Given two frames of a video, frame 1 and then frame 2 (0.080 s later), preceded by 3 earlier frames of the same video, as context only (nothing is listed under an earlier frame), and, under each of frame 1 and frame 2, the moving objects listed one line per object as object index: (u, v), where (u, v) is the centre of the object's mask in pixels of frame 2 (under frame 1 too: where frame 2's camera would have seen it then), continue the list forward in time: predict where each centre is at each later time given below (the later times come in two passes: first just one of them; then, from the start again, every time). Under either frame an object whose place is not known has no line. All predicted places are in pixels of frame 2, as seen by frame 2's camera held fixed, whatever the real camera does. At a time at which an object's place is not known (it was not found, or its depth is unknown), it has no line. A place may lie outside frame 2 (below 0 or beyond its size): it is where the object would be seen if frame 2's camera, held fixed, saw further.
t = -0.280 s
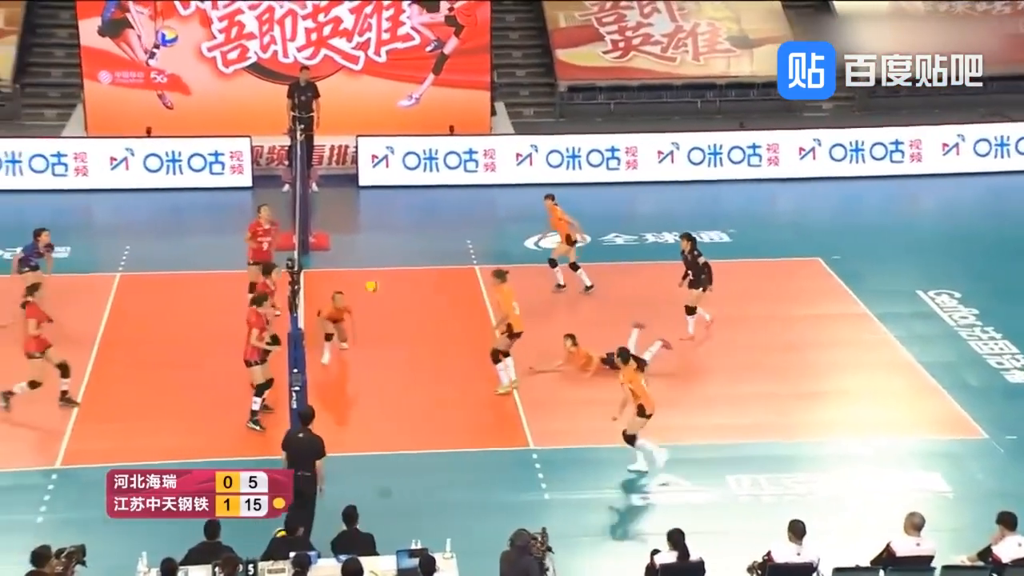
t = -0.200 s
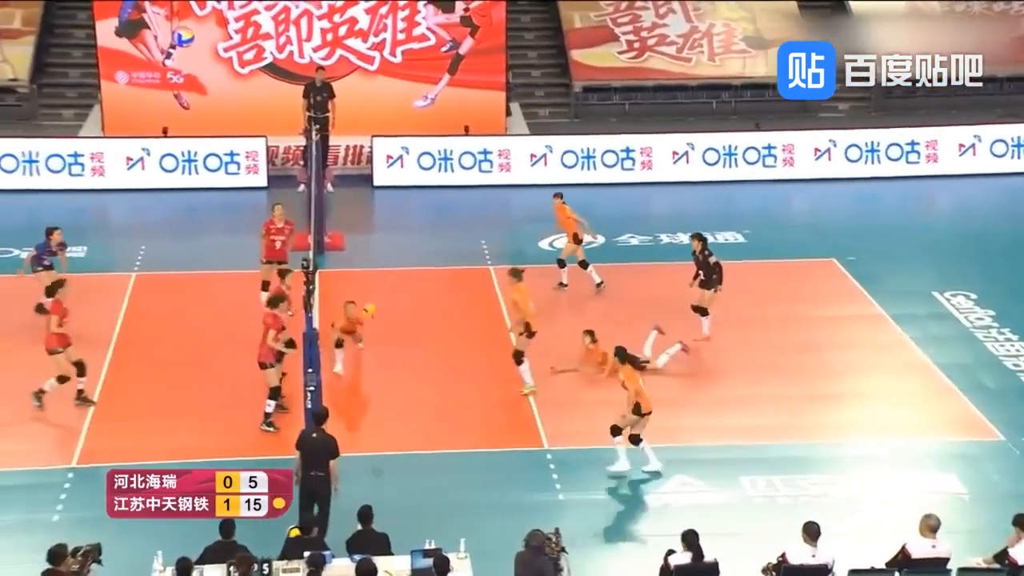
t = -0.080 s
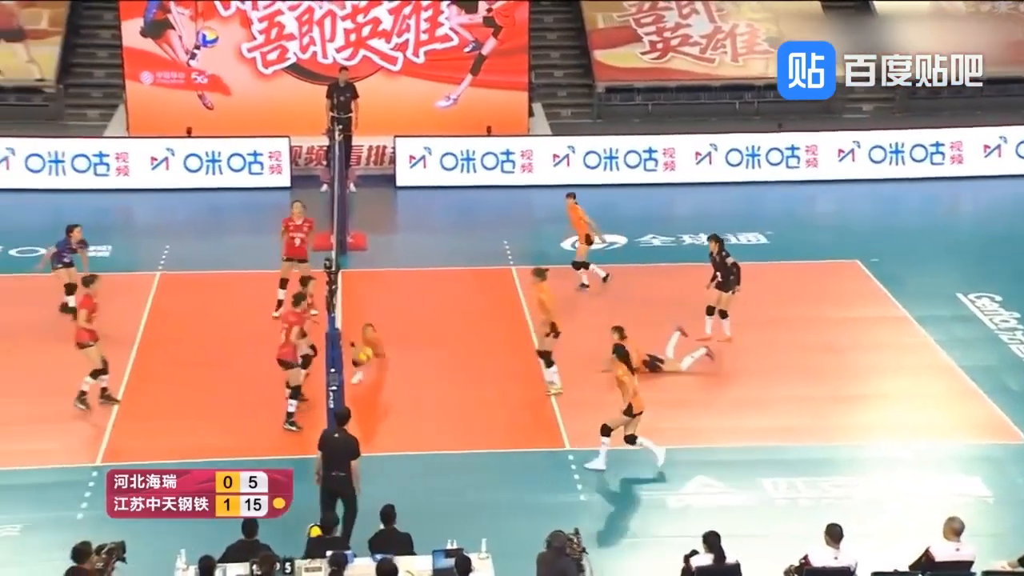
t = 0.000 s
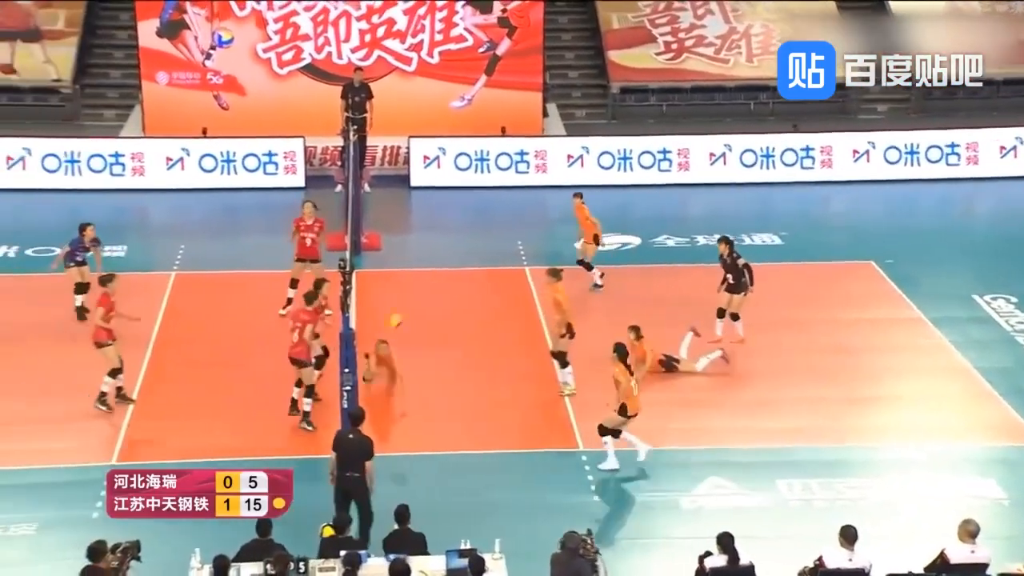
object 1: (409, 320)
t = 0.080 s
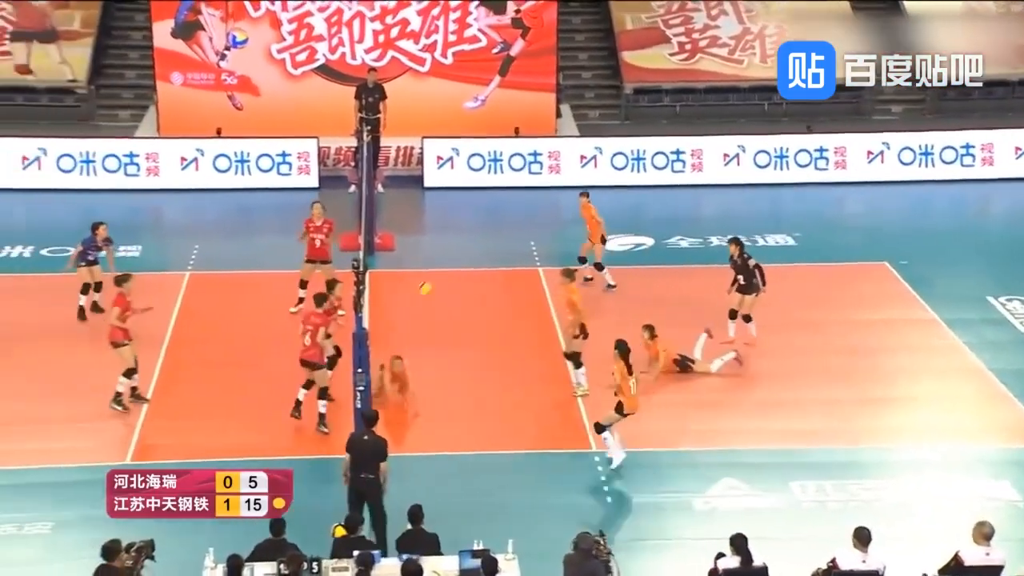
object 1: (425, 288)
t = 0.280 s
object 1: (471, 225)
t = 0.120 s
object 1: (434, 272)
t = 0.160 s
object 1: (441, 260)
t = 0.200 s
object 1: (452, 247)
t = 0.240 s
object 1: (460, 235)
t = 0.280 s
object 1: (471, 225)
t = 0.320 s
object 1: (480, 215)
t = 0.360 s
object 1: (488, 207)
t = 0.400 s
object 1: (498, 199)
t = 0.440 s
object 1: (507, 194)
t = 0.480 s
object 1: (518, 188)
